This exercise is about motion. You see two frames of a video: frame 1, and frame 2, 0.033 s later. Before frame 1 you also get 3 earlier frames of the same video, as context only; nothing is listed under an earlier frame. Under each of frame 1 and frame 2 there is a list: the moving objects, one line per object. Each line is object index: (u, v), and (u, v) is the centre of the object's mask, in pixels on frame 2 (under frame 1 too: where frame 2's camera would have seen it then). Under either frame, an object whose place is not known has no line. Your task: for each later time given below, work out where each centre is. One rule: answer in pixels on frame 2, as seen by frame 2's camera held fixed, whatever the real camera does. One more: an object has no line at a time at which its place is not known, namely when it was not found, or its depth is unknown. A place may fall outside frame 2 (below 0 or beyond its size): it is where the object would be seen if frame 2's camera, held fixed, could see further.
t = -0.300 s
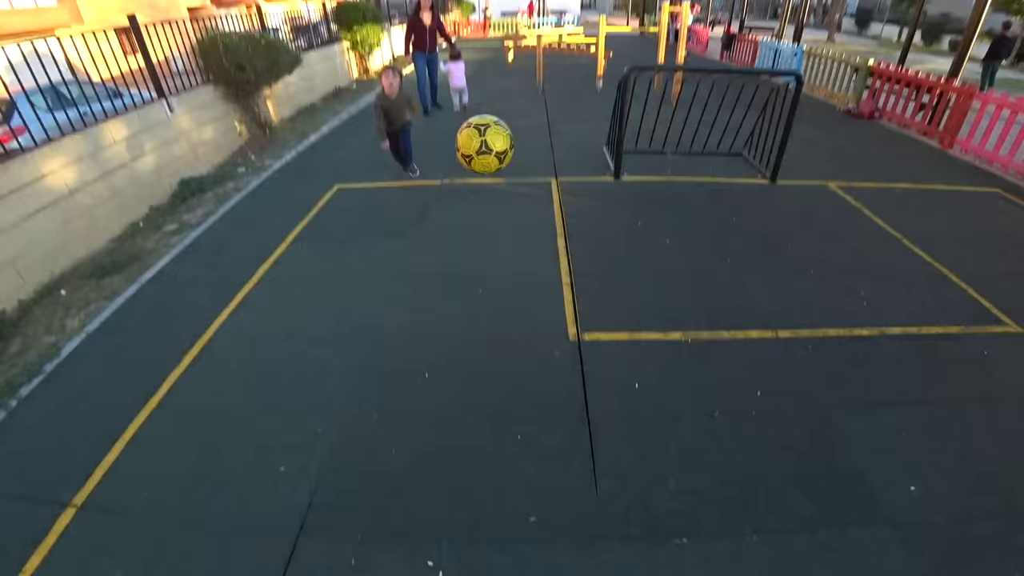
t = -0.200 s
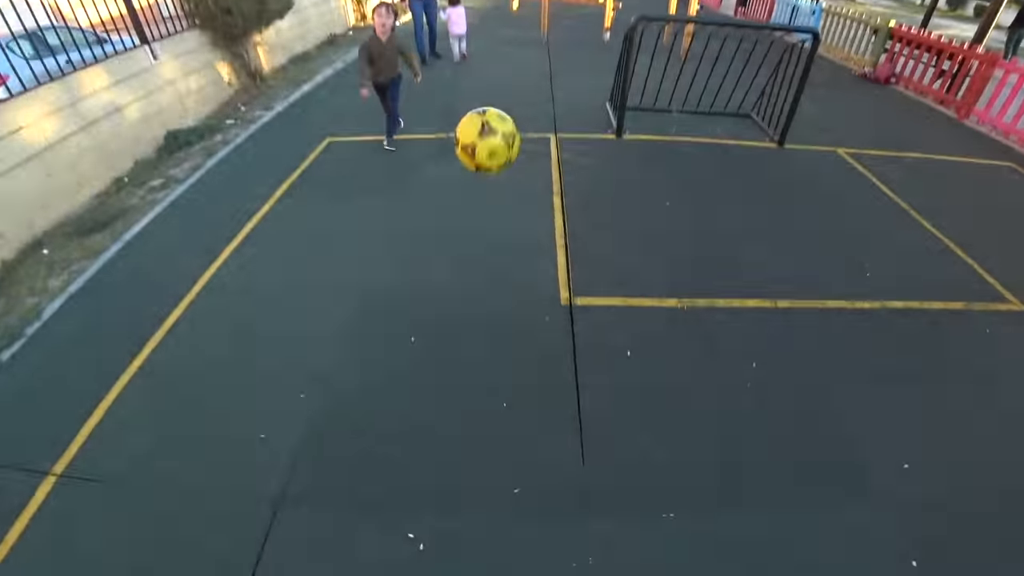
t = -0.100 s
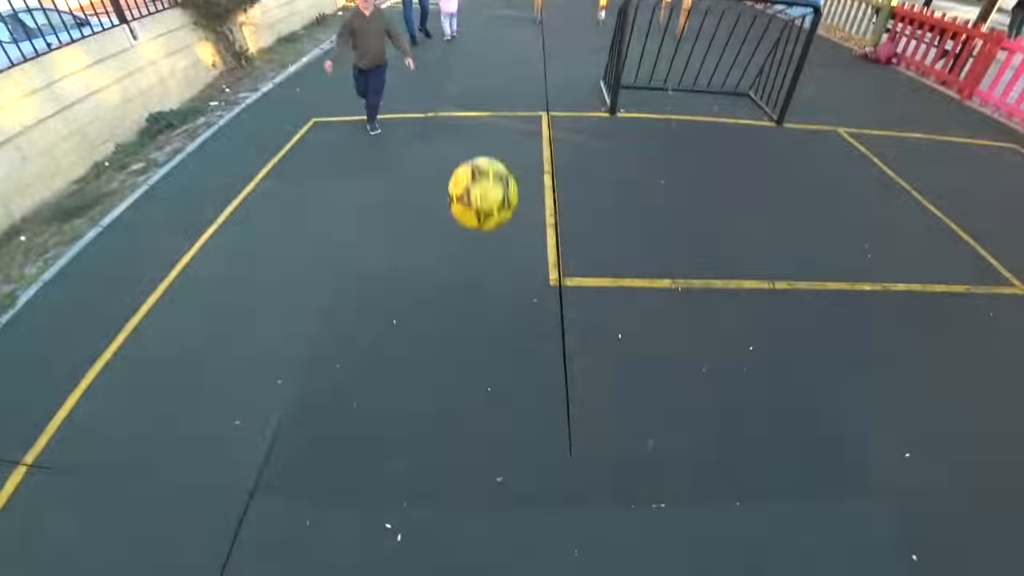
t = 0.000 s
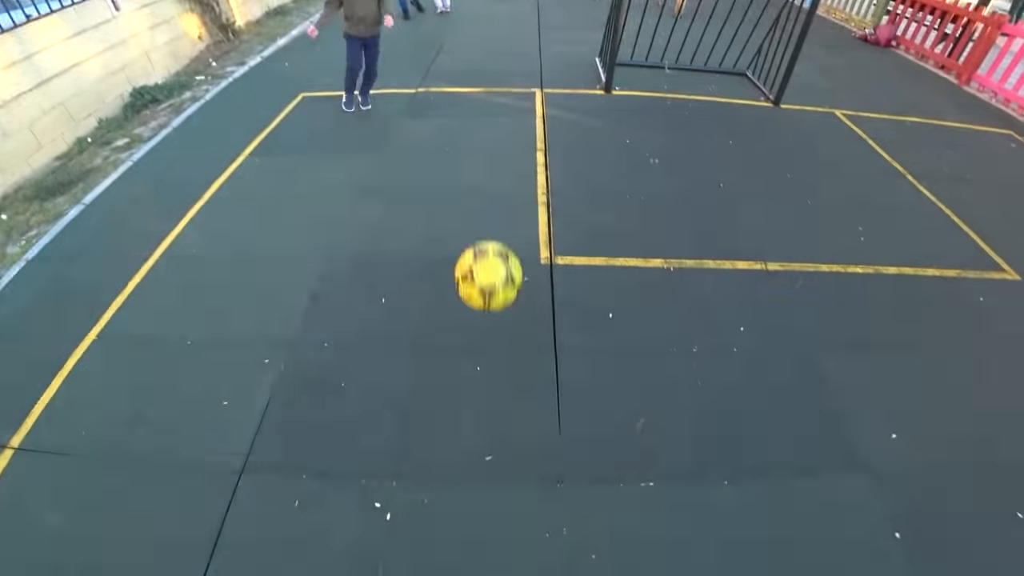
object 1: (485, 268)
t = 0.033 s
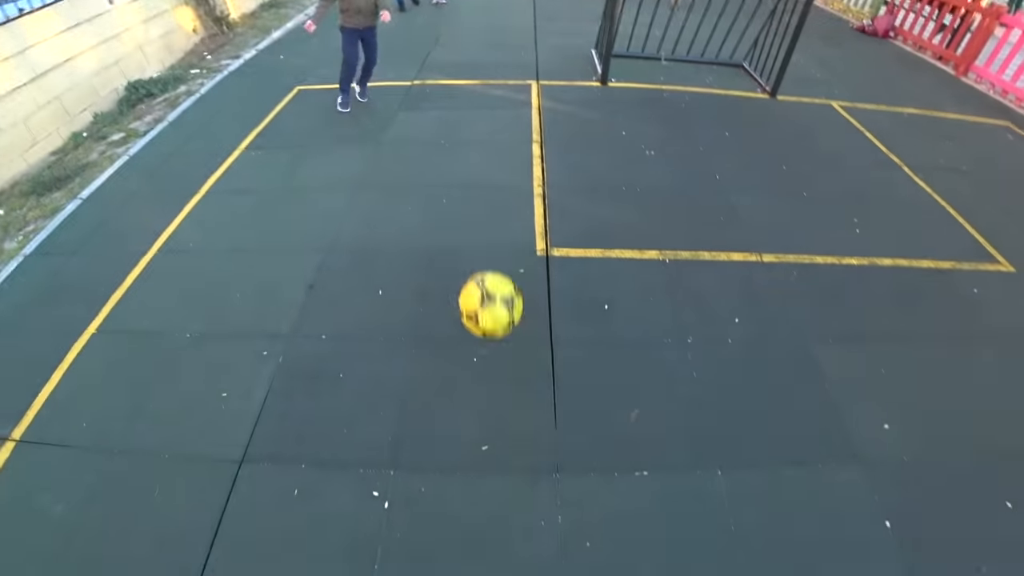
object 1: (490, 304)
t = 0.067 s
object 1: (496, 338)
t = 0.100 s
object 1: (498, 332)
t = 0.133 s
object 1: (501, 326)
